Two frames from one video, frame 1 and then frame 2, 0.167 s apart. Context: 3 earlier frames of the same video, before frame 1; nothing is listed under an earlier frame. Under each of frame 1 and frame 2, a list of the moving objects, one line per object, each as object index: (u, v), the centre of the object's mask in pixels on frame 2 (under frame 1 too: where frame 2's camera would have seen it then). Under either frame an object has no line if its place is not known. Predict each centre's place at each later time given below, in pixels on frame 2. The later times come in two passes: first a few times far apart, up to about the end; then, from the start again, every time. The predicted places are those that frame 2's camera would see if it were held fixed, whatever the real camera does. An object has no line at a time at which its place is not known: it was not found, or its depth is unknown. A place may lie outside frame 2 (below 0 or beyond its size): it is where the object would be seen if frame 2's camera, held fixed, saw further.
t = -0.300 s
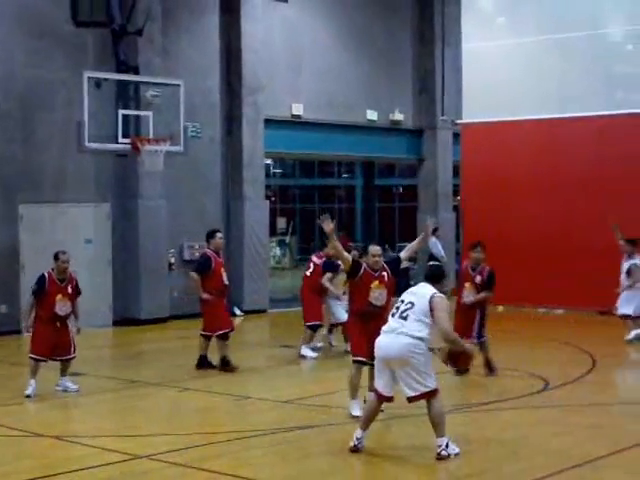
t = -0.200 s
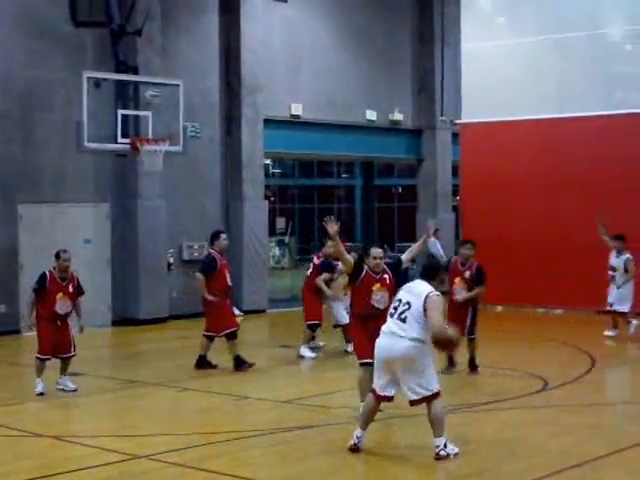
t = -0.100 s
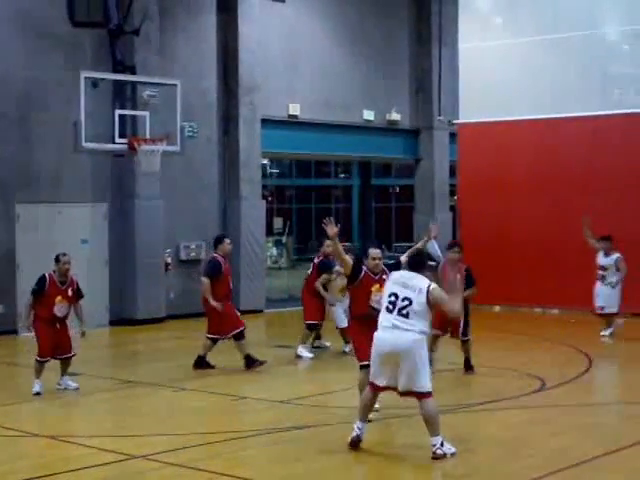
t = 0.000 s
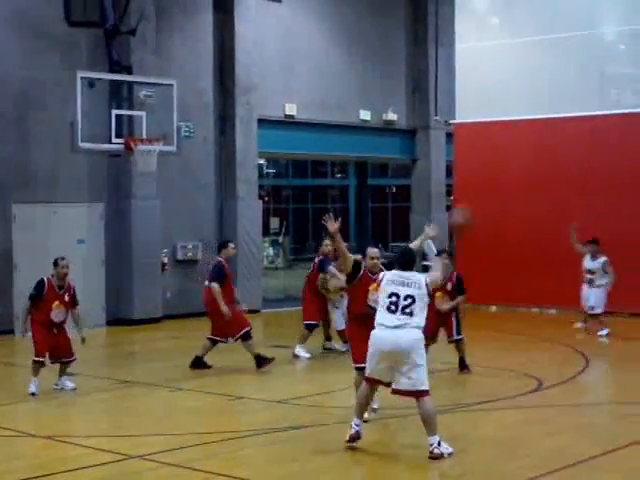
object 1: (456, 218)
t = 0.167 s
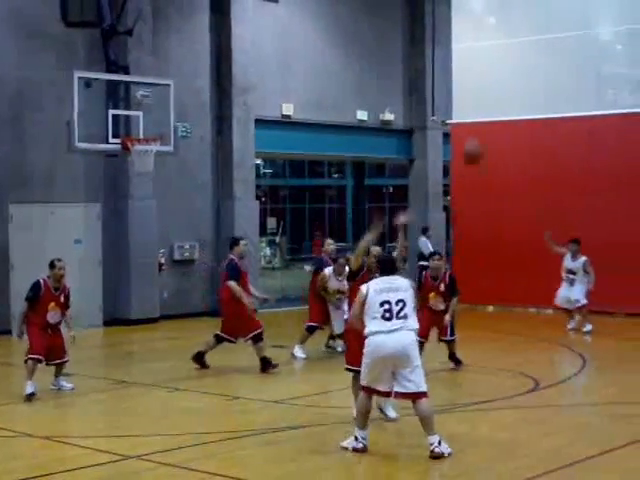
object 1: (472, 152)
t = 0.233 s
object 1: (477, 137)
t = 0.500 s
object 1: (495, 112)
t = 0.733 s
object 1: (506, 133)
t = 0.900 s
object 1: (514, 166)
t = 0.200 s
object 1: (475, 143)
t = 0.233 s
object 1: (477, 137)
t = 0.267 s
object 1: (481, 133)
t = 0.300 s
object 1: (482, 125)
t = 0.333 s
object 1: (485, 120)
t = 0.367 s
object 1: (487, 116)
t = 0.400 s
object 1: (490, 113)
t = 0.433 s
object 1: (491, 112)
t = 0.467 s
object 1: (493, 111)
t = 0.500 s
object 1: (495, 112)
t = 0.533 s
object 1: (497, 113)
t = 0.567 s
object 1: (499, 114)
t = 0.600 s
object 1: (500, 117)
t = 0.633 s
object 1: (503, 120)
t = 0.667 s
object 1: (504, 124)
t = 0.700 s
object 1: (505, 129)
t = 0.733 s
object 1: (506, 133)
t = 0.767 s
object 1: (507, 135)
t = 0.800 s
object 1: (509, 144)
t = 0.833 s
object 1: (511, 151)
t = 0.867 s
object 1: (512, 157)
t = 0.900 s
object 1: (514, 166)
